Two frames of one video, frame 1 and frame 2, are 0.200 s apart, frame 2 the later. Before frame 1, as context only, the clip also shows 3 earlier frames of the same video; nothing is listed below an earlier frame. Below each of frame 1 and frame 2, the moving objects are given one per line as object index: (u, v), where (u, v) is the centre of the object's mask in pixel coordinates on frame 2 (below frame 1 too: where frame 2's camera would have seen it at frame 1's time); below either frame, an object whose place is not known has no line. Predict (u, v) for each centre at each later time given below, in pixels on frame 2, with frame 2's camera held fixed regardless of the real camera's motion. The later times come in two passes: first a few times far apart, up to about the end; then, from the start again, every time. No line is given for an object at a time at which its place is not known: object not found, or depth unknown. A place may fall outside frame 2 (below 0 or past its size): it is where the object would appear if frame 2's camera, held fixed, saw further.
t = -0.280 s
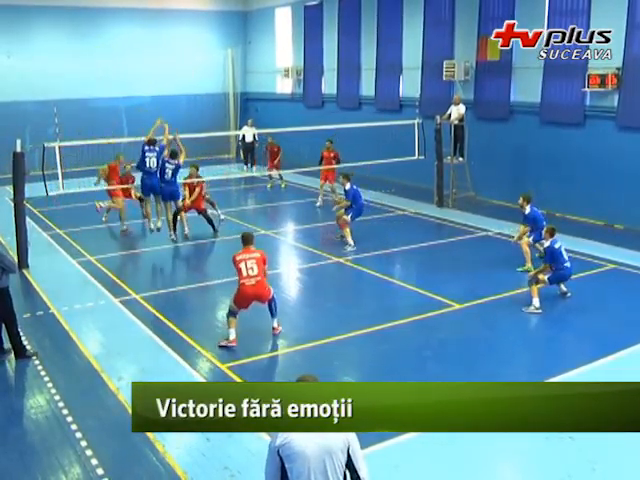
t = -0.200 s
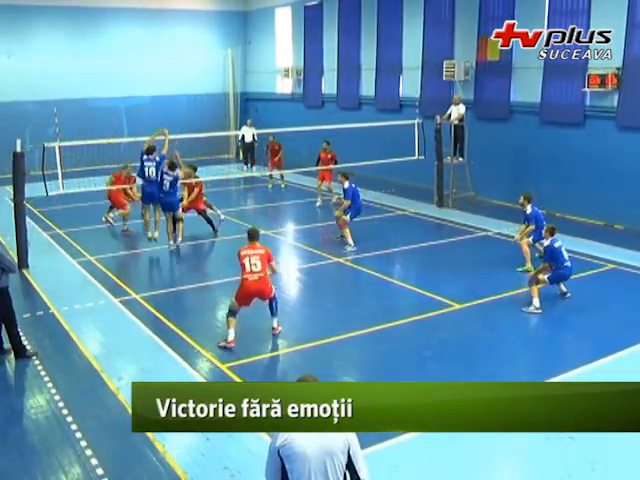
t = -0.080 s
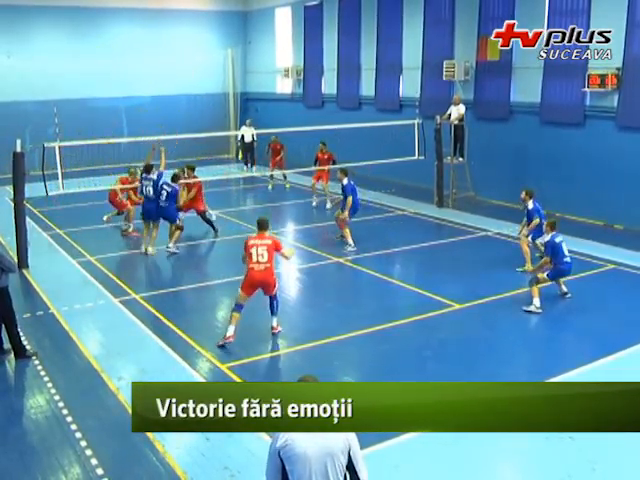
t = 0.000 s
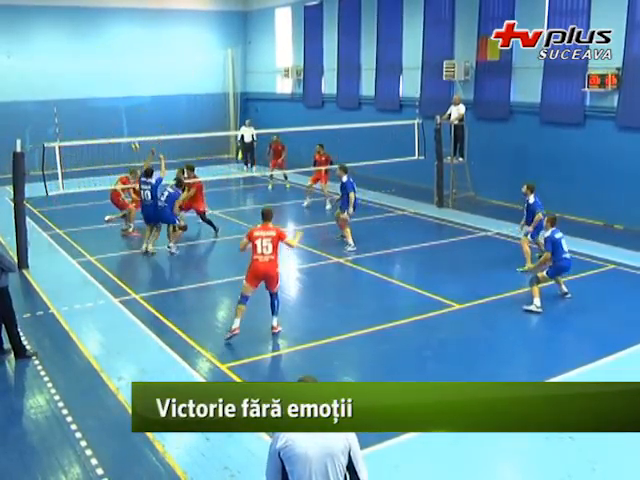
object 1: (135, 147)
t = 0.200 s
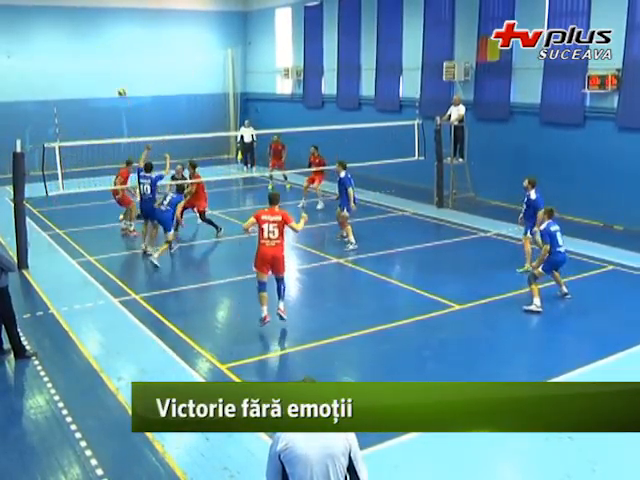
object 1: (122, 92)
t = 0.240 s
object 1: (119, 83)
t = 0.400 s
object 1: (107, 51)
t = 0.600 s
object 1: (93, 25)
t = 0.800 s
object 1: (79, 16)
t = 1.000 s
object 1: (65, 24)
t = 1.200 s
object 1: (52, 51)
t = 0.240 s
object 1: (119, 83)
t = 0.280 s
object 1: (116, 75)
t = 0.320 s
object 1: (113, 67)
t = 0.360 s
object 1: (111, 58)
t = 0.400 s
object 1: (107, 51)
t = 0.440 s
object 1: (105, 45)
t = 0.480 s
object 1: (102, 39)
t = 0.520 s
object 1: (99, 34)
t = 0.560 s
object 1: (96, 29)
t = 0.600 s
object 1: (93, 25)
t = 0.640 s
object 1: (90, 22)
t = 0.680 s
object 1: (87, 20)
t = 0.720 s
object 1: (85, 18)
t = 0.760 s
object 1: (81, 17)
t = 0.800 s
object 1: (79, 16)
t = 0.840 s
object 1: (76, 16)
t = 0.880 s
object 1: (73, 17)
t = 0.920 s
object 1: (70, 19)
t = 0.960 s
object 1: (67, 21)
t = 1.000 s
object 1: (65, 24)
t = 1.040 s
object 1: (62, 28)
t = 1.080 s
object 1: (59, 32)
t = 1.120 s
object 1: (57, 38)
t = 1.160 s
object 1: (55, 44)
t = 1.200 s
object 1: (52, 51)
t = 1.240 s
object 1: (50, 59)
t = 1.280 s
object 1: (47, 68)
